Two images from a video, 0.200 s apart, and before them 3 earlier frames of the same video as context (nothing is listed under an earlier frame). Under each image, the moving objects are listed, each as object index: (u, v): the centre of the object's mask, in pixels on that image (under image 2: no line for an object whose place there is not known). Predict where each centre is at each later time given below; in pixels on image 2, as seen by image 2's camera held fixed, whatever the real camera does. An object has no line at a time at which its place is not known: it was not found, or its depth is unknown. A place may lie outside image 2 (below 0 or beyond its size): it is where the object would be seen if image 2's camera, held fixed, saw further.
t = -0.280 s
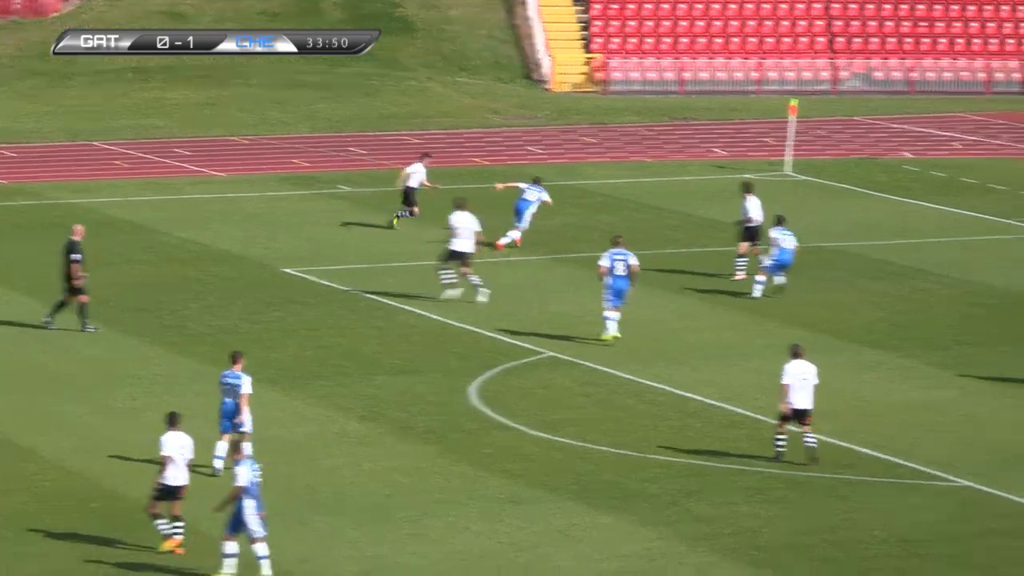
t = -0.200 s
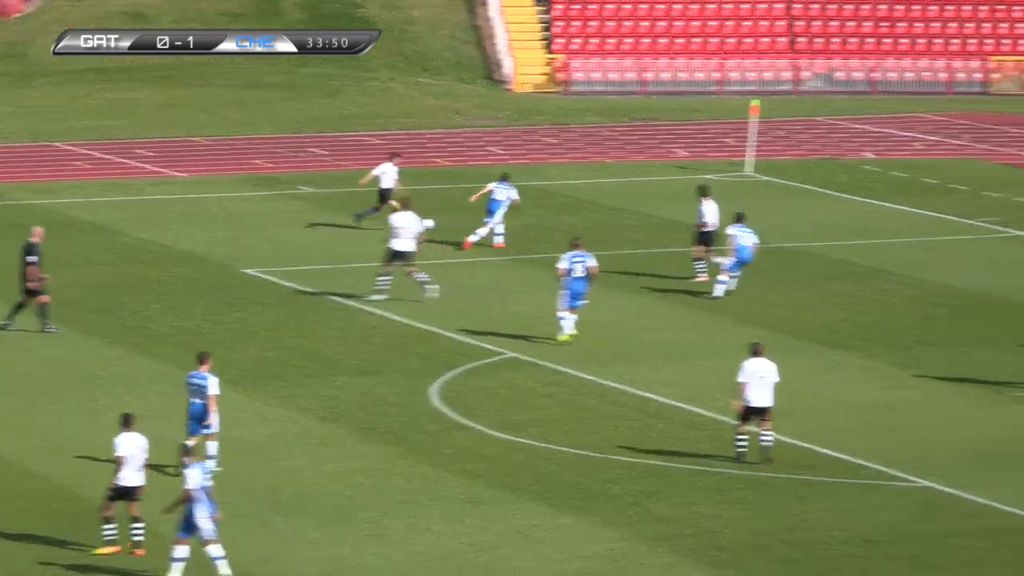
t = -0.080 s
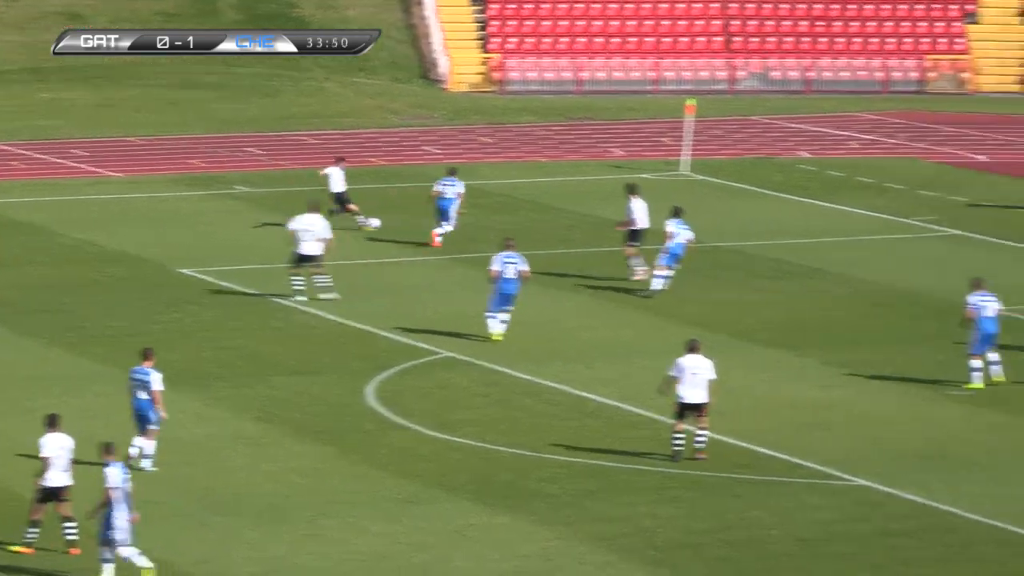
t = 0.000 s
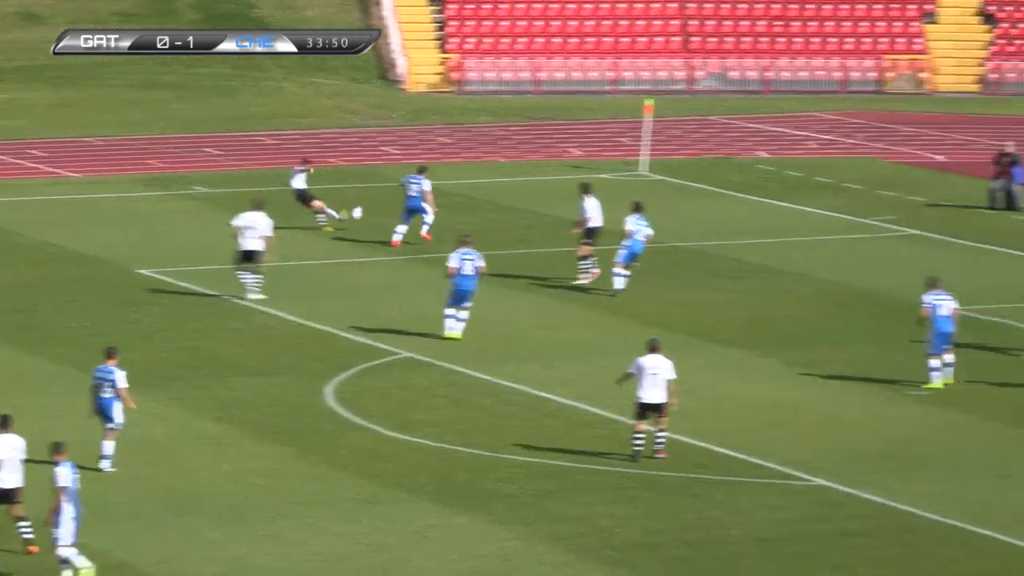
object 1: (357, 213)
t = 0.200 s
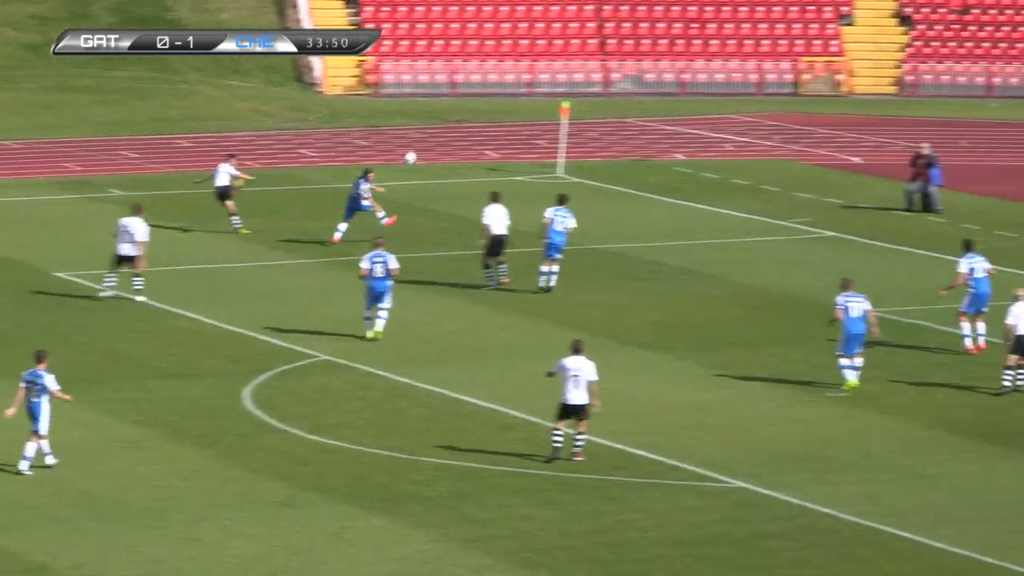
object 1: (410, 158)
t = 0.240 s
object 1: (433, 149)
